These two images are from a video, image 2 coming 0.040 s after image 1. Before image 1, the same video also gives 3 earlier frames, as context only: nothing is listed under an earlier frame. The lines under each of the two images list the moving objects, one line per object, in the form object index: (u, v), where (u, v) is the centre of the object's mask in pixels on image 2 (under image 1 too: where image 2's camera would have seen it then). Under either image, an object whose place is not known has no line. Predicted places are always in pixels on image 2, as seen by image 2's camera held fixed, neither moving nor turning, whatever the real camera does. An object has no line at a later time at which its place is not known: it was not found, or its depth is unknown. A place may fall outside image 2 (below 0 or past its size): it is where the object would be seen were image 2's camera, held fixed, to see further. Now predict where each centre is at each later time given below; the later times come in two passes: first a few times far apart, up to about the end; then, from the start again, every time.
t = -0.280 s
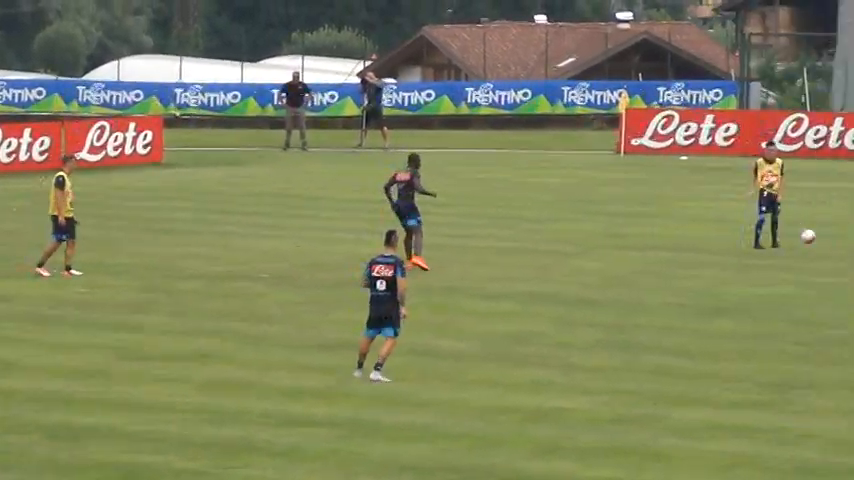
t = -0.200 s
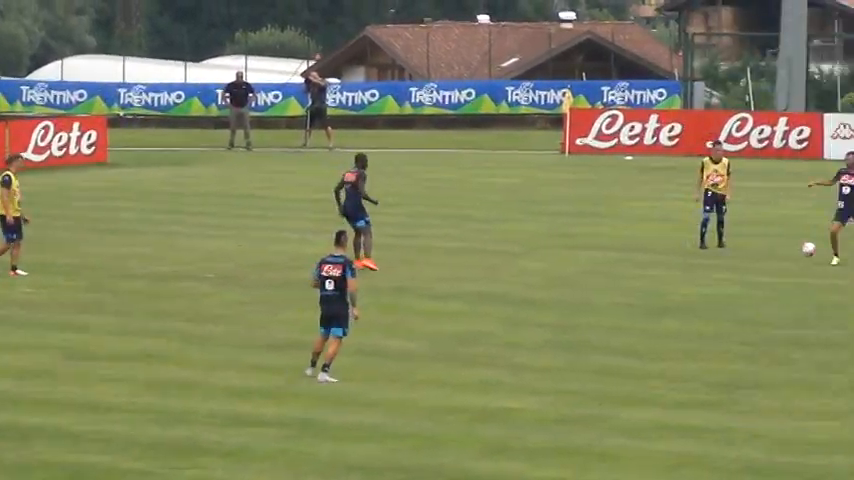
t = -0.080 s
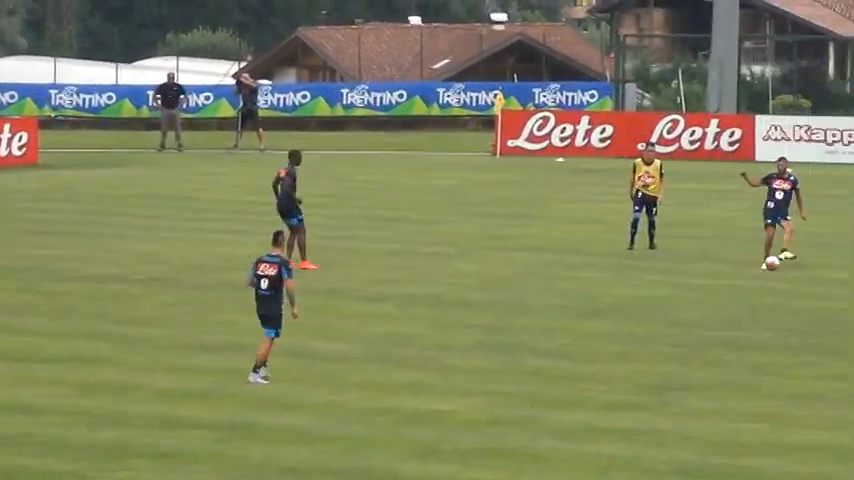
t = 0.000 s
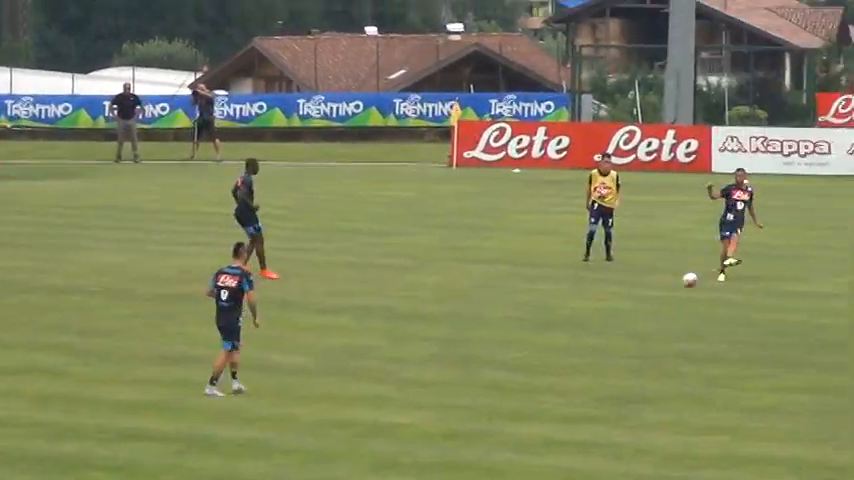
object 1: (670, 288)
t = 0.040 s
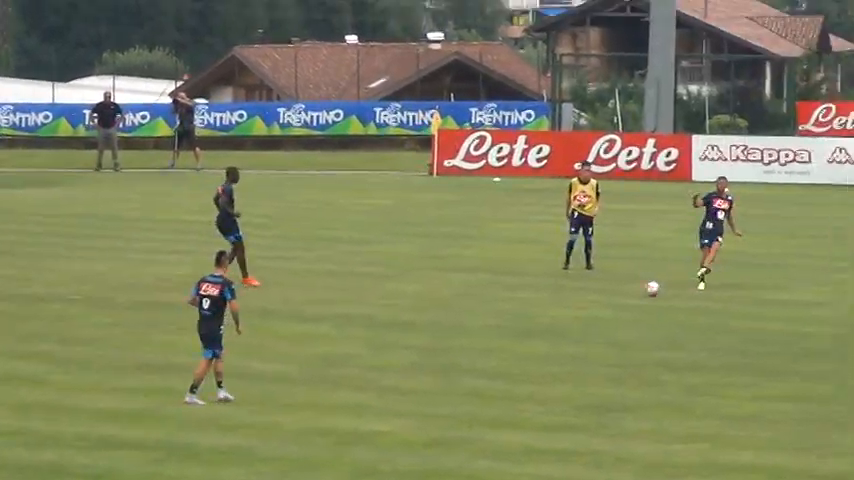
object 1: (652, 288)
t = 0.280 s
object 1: (548, 302)
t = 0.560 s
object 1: (450, 317)
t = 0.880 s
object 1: (360, 332)
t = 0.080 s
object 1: (633, 290)
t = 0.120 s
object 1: (614, 294)
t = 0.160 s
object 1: (597, 298)
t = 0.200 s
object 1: (580, 299)
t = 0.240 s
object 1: (564, 300)
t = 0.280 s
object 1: (548, 302)
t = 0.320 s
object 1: (532, 305)
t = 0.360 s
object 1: (517, 307)
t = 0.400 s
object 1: (504, 307)
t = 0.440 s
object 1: (490, 309)
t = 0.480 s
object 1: (475, 311)
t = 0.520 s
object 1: (462, 316)
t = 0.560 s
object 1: (450, 317)
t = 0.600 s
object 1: (439, 319)
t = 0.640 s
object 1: (426, 320)
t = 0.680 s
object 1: (415, 324)
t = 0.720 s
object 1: (403, 324)
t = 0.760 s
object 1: (393, 325)
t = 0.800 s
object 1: (382, 328)
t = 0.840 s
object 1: (372, 330)
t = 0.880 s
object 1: (360, 332)
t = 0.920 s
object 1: (349, 332)
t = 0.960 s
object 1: (340, 334)
